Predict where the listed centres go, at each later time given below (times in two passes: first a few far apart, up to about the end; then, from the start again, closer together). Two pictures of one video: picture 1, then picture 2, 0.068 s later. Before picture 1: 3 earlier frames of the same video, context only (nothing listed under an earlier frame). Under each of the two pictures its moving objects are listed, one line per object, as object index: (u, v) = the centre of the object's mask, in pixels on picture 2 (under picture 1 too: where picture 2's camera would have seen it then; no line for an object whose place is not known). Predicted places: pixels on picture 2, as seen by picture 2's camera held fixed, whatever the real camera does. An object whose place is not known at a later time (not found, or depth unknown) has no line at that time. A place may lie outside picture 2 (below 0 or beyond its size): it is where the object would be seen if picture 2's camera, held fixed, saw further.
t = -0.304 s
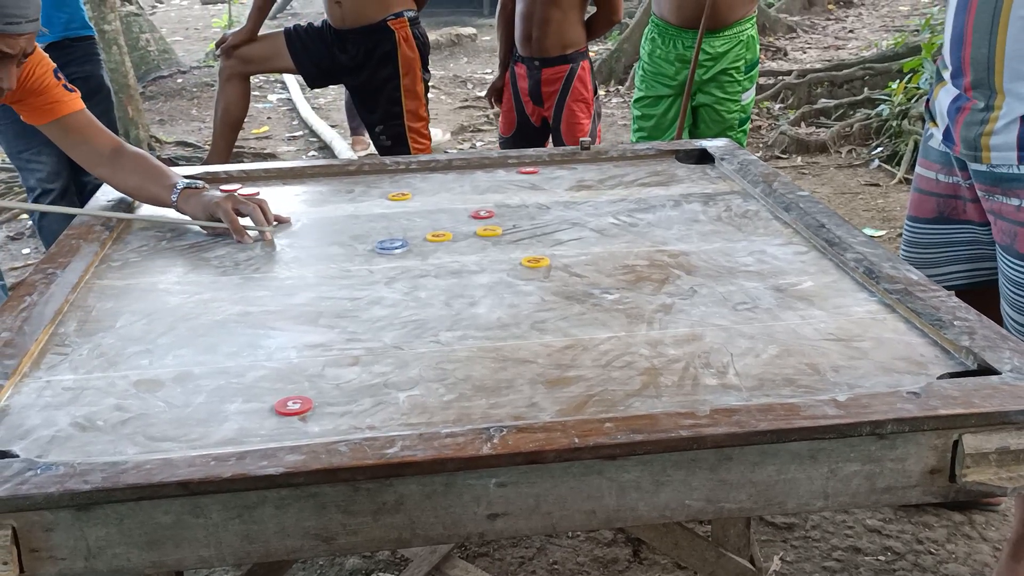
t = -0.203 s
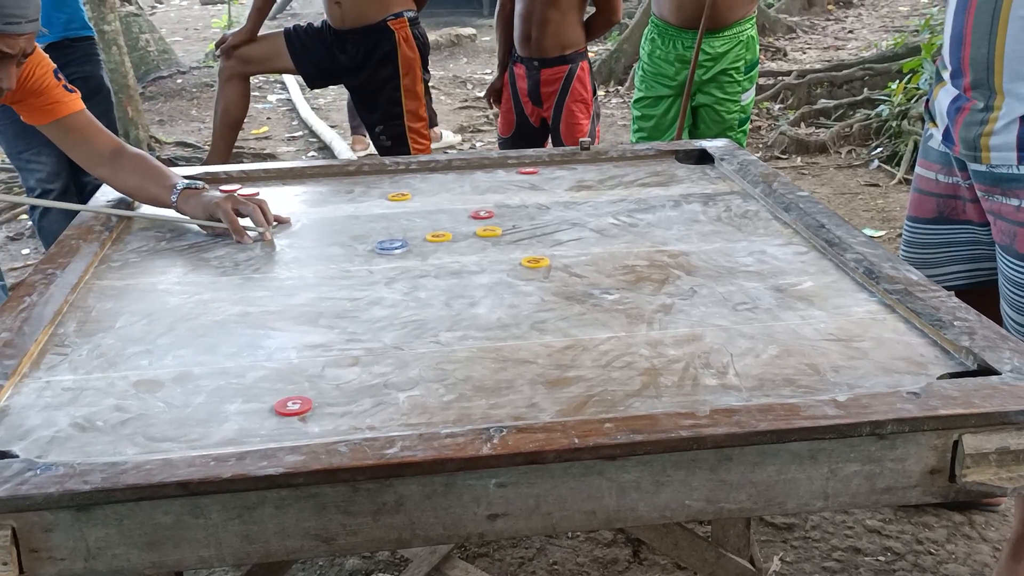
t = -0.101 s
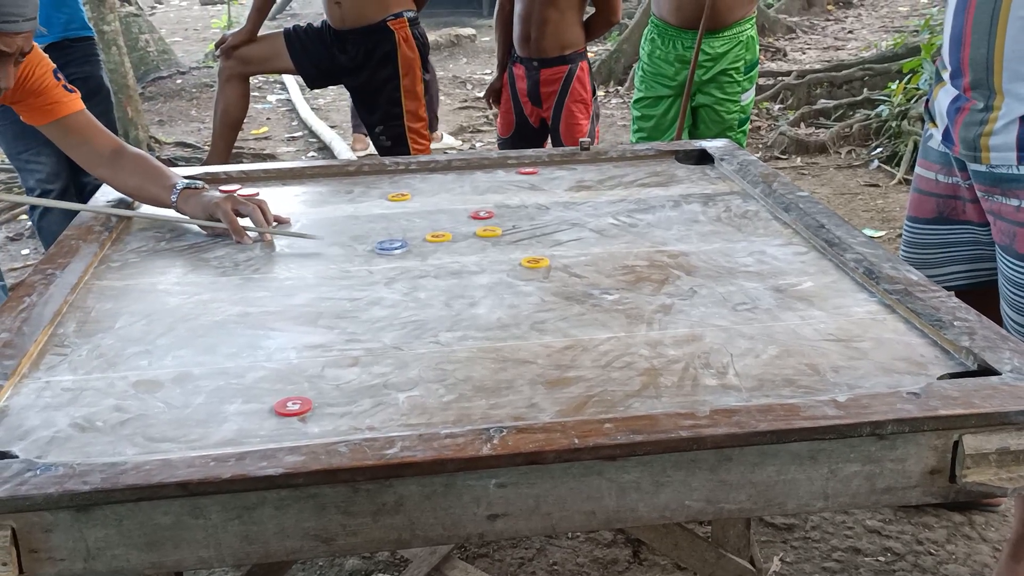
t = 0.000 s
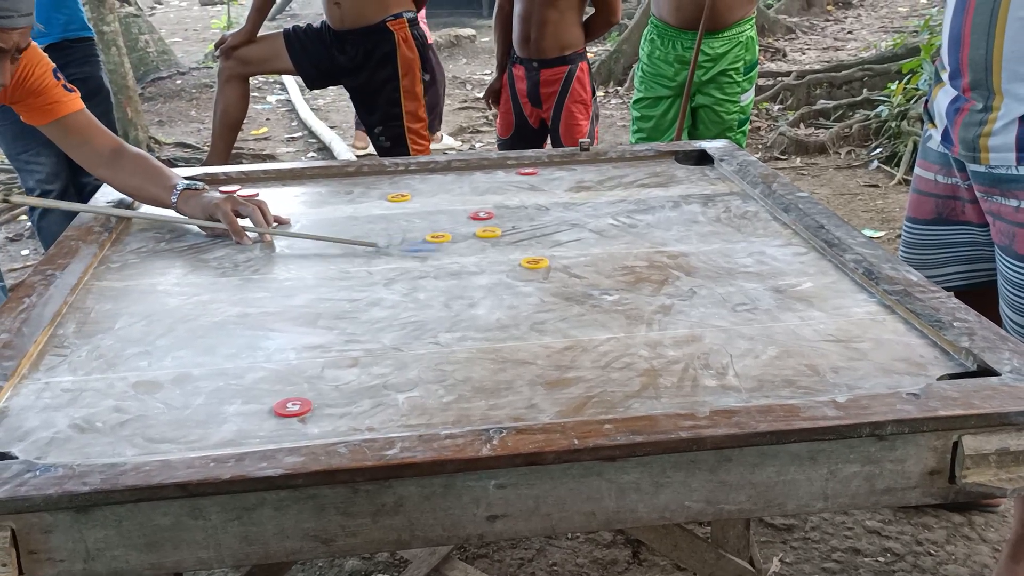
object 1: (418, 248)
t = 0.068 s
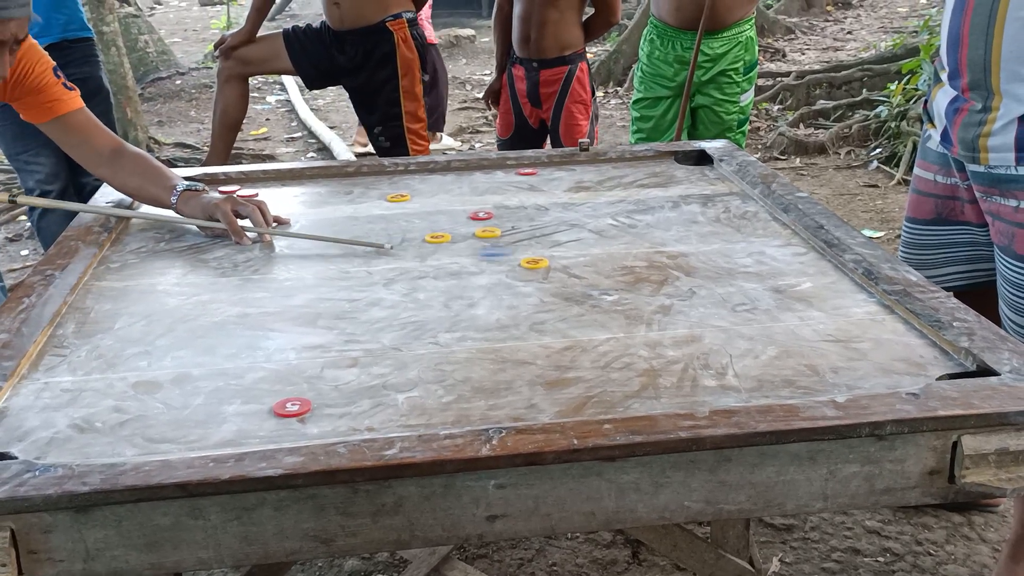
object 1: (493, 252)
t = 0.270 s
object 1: (652, 249)
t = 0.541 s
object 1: (776, 245)
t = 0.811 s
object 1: (692, 250)
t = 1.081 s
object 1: (645, 255)
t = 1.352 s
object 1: (632, 257)
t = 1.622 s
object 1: (632, 258)
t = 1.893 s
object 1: (632, 257)
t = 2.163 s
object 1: (632, 257)
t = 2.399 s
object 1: (631, 258)
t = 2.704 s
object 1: (632, 258)
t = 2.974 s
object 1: (632, 257)
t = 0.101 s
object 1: (527, 253)
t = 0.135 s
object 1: (552, 252)
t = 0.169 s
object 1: (578, 251)
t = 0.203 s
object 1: (604, 251)
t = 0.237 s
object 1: (628, 250)
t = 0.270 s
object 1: (652, 249)
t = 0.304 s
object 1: (675, 248)
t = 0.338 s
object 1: (698, 247)
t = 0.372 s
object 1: (720, 246)
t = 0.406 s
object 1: (742, 245)
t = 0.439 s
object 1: (763, 244)
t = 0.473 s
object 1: (786, 244)
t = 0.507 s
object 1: (792, 244)
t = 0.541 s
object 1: (776, 245)
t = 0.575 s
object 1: (764, 245)
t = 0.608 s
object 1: (751, 246)
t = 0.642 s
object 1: (740, 247)
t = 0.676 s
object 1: (729, 247)
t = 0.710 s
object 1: (719, 248)
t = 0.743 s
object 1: (709, 249)
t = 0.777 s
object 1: (700, 250)
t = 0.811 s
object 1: (692, 250)
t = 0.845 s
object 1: (684, 251)
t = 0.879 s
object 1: (677, 252)
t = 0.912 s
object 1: (671, 253)
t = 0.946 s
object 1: (664, 254)
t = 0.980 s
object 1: (658, 254)
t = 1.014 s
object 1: (654, 255)
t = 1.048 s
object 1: (649, 255)
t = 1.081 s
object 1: (645, 255)
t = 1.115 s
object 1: (642, 256)
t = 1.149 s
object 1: (639, 256)
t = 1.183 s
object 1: (637, 257)
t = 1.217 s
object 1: (634, 257)
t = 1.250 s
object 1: (633, 257)
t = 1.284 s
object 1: (633, 257)
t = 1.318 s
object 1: (632, 257)
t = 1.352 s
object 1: (632, 257)
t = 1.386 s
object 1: (632, 257)
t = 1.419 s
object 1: (632, 257)
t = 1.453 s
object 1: (632, 257)
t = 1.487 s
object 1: (632, 257)
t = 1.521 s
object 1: (632, 257)
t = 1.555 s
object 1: (632, 257)
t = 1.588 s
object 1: (632, 258)
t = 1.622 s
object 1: (632, 258)
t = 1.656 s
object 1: (632, 257)
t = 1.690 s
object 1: (632, 257)
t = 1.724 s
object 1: (632, 257)
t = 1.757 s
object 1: (632, 257)
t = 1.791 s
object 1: (632, 257)
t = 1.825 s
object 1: (632, 257)
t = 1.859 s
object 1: (632, 257)
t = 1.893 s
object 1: (632, 257)
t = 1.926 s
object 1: (632, 257)
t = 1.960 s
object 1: (632, 257)
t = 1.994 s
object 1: (632, 257)
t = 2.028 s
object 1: (632, 257)
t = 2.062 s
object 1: (632, 257)
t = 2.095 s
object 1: (632, 257)
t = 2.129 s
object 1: (632, 257)
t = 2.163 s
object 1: (632, 257)
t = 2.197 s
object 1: (632, 257)
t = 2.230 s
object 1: (631, 258)
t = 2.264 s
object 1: (631, 257)
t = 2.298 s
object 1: (631, 258)
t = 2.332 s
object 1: (631, 258)
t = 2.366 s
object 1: (631, 258)
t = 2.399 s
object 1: (631, 258)
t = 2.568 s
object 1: (631, 258)
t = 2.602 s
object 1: (631, 257)
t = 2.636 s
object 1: (631, 258)
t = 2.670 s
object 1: (631, 258)
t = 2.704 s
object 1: (632, 258)
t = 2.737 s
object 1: (631, 258)
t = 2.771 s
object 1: (631, 258)
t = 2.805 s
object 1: (632, 258)
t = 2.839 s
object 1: (632, 257)
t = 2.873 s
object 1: (632, 257)
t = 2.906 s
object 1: (632, 257)
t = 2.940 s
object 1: (632, 257)
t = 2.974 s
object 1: (632, 257)
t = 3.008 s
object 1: (632, 257)
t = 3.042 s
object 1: (632, 257)
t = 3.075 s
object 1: (632, 257)
